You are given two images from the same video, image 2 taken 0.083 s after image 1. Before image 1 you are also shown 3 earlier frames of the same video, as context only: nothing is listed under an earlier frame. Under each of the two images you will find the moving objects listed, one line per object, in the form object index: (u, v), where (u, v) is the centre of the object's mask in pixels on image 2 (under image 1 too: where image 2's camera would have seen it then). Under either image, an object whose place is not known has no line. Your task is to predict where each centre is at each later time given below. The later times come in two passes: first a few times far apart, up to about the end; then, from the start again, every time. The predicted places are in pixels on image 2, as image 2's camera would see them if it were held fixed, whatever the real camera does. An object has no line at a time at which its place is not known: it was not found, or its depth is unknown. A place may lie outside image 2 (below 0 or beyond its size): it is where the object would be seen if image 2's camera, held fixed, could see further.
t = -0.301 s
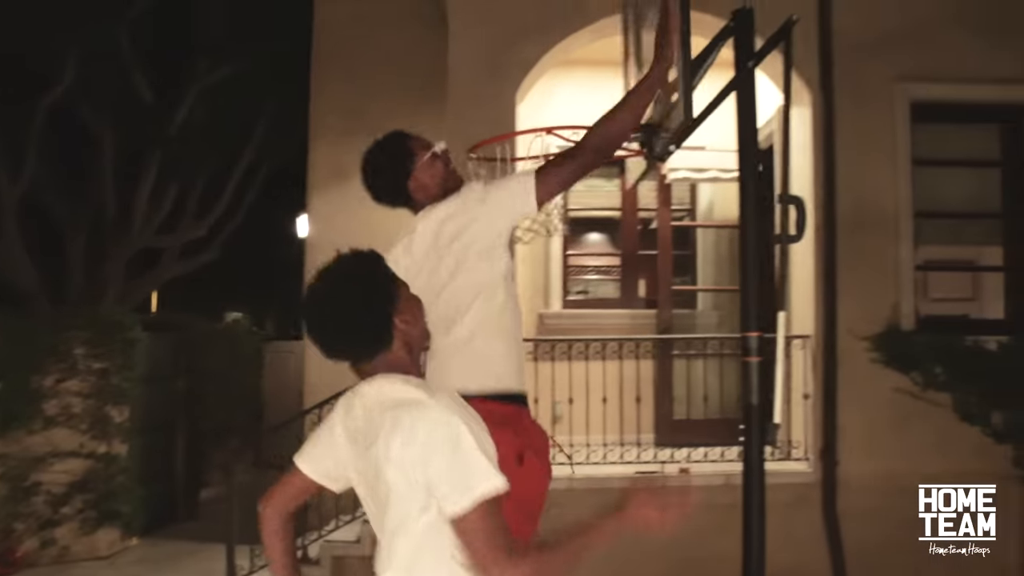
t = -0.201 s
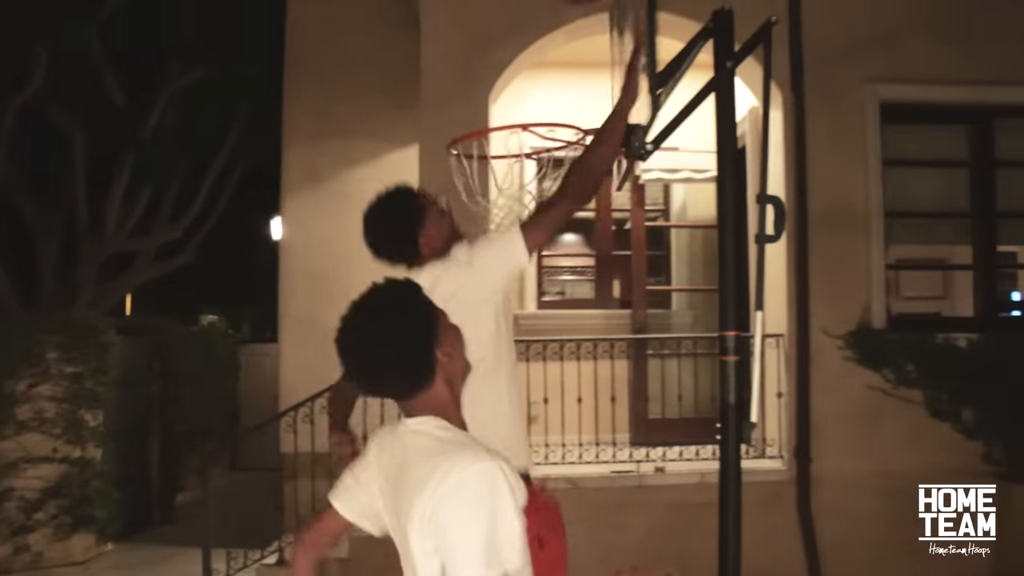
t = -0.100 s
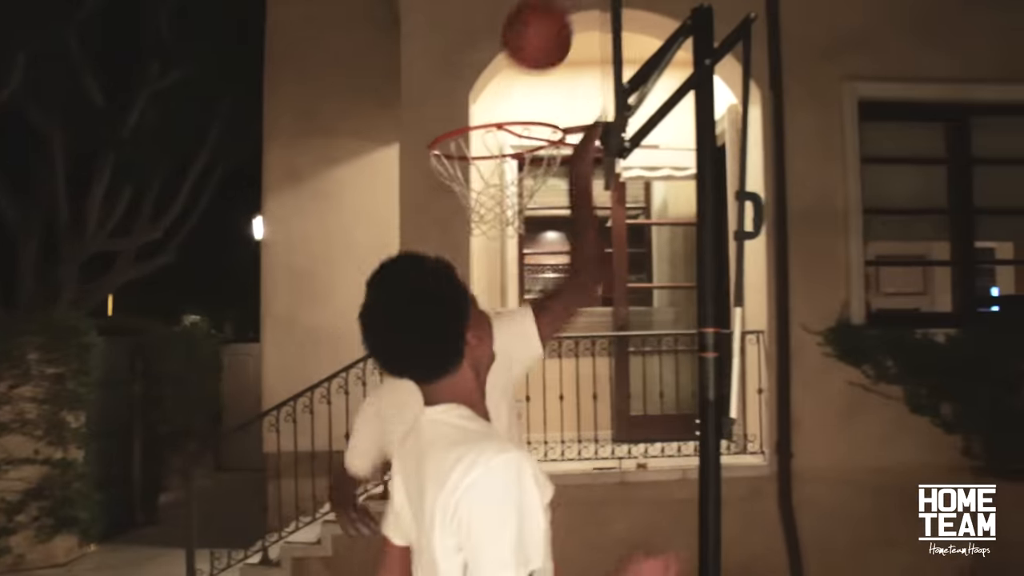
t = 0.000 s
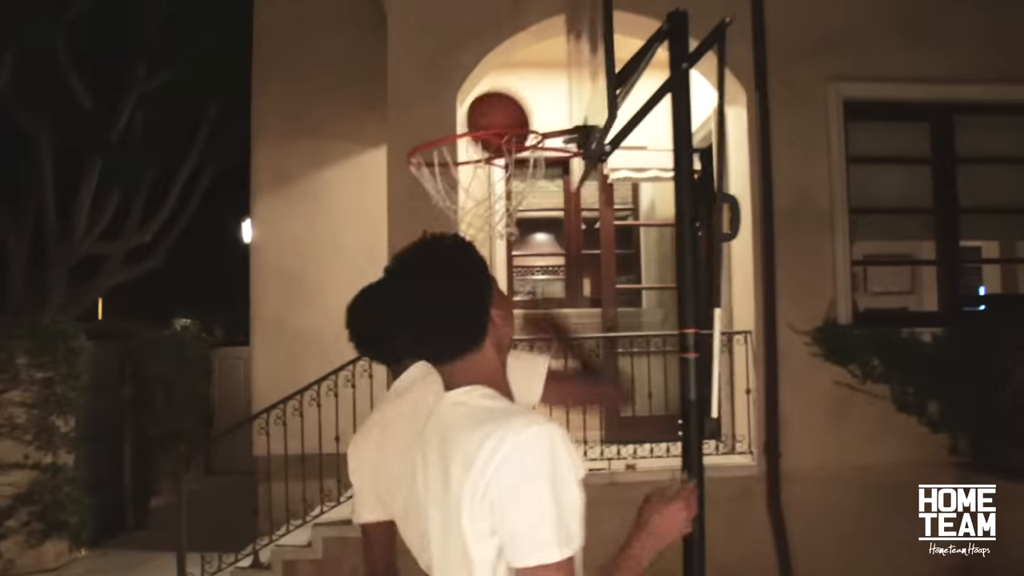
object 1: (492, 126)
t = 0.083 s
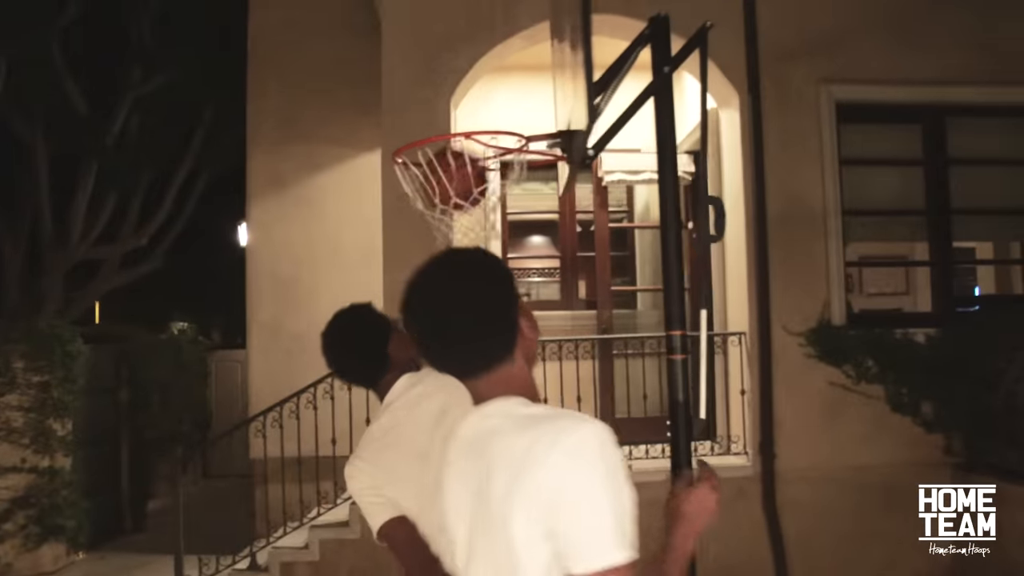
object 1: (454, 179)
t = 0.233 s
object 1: (425, 238)
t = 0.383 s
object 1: (430, 250)
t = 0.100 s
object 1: (446, 192)
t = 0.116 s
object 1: (443, 203)
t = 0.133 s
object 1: (435, 216)
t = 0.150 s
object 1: (428, 228)
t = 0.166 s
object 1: (424, 236)
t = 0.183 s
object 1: (424, 239)
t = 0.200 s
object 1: (424, 239)
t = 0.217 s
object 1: (420, 235)
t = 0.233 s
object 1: (425, 238)
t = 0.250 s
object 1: (426, 237)
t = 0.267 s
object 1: (422, 231)
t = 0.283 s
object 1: (422, 230)
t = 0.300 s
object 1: (422, 231)
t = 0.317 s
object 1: (423, 232)
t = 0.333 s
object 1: (424, 233)
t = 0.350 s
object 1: (425, 236)
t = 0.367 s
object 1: (425, 238)
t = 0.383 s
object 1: (430, 250)
